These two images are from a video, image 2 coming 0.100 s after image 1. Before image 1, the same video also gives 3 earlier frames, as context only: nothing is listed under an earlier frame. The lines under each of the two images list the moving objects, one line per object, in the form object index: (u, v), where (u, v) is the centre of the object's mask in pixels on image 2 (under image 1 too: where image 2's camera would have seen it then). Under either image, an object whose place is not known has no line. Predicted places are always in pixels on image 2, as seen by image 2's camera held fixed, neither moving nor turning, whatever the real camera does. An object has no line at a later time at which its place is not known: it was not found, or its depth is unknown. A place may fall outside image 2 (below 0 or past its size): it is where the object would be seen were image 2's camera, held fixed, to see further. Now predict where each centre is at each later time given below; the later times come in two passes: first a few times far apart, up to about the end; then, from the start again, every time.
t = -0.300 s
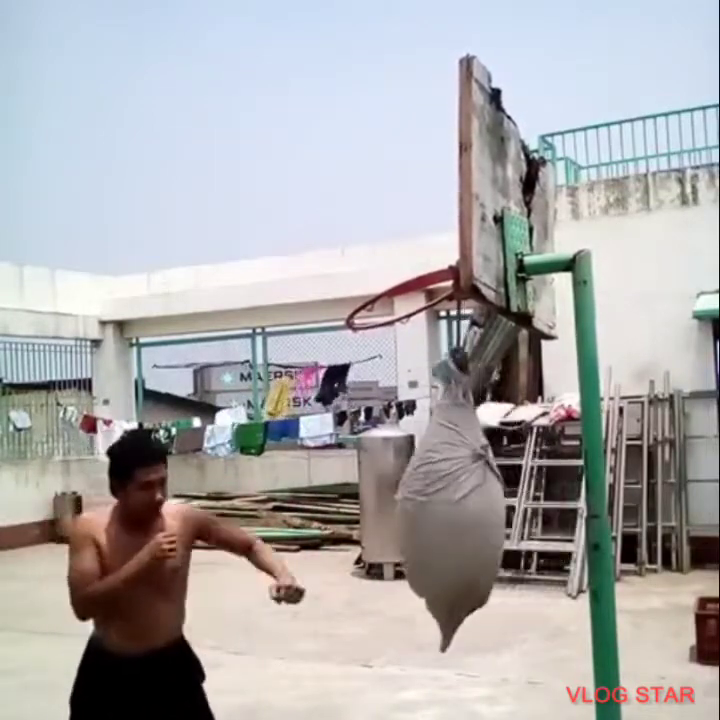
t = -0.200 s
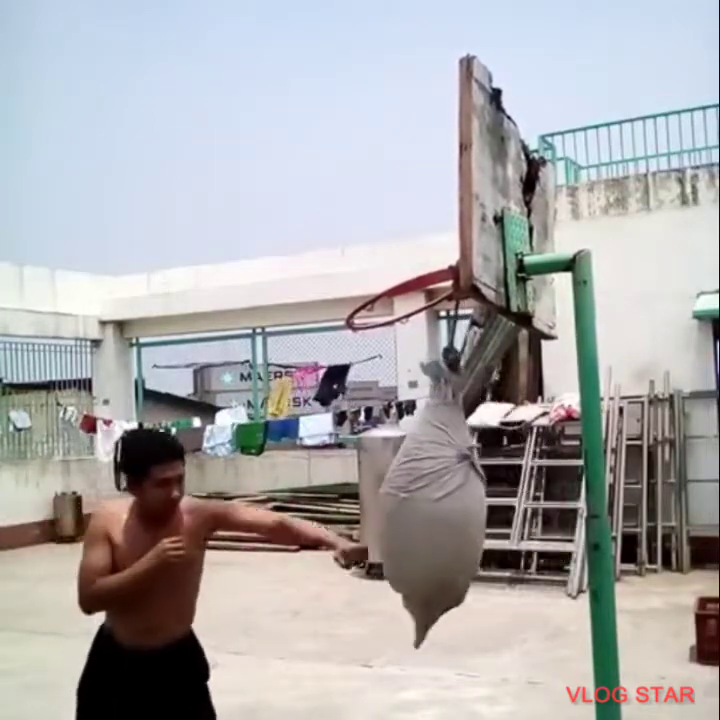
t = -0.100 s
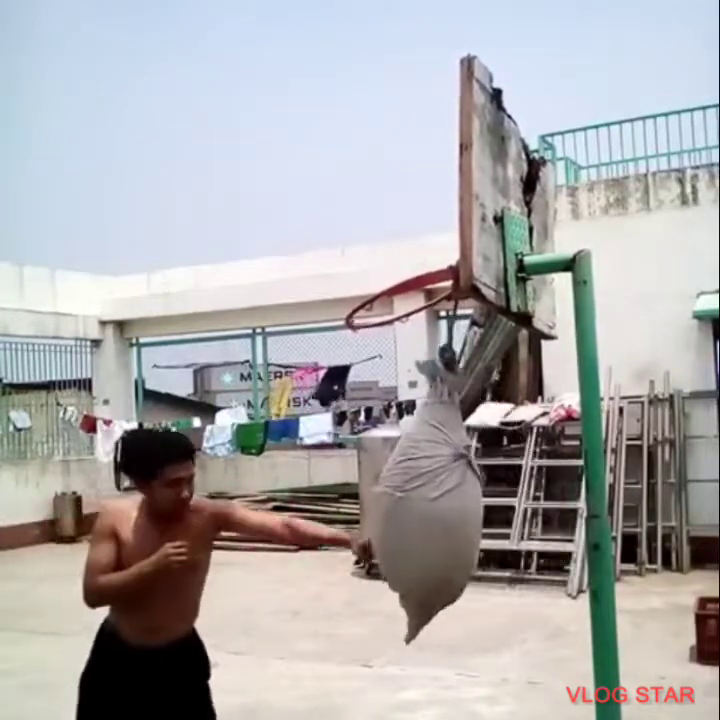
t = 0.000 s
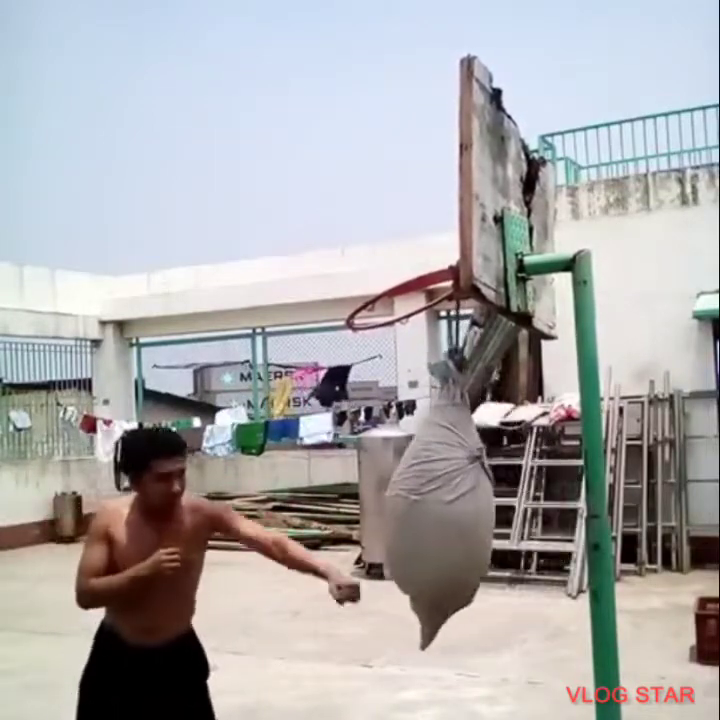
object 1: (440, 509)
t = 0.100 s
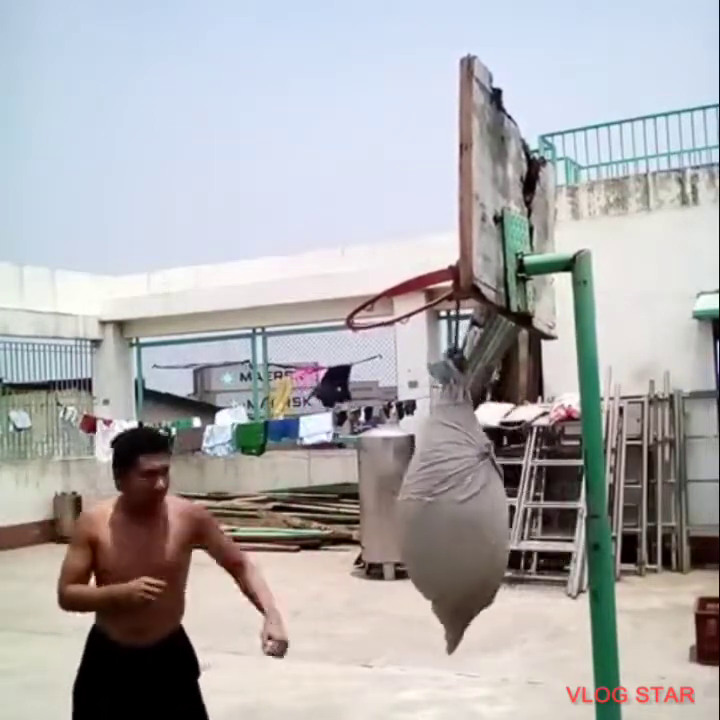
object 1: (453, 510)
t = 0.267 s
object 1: (480, 511)
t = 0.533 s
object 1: (509, 507)
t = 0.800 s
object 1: (503, 506)
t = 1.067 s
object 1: (468, 508)
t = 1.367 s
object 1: (432, 507)
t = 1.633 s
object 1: (431, 511)
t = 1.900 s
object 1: (465, 514)
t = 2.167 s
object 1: (504, 511)
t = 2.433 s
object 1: (514, 507)
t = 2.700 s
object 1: (487, 507)
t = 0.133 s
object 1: (458, 511)
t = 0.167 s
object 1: (464, 511)
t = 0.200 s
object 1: (470, 511)
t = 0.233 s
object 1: (475, 511)
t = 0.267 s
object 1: (480, 511)
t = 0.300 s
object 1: (485, 511)
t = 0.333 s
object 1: (490, 510)
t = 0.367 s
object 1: (494, 509)
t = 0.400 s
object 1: (499, 509)
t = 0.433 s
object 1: (502, 508)
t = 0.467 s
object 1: (505, 508)
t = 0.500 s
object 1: (507, 507)
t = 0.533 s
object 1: (509, 507)
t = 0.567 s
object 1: (511, 506)
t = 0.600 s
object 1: (511, 506)
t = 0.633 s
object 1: (511, 505)
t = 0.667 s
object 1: (511, 506)
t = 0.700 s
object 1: (510, 505)
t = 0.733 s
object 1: (508, 505)
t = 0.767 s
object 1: (506, 506)
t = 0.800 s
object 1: (503, 506)
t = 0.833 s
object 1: (500, 506)
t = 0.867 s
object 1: (497, 507)
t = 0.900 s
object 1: (492, 507)
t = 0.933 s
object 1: (488, 507)
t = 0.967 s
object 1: (483, 508)
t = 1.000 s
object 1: (478, 507)
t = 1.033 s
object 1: (473, 508)
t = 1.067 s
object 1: (468, 508)
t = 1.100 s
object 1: (462, 508)
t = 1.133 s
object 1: (457, 507)
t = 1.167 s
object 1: (453, 507)
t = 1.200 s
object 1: (448, 507)
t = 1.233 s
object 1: (444, 507)
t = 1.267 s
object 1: (440, 506)
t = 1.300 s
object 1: (436, 506)
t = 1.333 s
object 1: (434, 507)
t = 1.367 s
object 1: (432, 507)
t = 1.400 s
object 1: (429, 507)
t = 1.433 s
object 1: (428, 508)
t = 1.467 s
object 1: (427, 508)
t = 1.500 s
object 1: (427, 508)
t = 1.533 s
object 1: (425, 509)
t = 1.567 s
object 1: (426, 510)
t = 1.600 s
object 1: (428, 511)
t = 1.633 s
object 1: (431, 511)
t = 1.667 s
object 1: (433, 512)
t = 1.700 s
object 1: (437, 511)
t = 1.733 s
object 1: (441, 513)
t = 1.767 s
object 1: (445, 514)
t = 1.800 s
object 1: (450, 514)
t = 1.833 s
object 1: (454, 514)
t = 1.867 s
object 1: (460, 516)
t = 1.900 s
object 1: (465, 514)
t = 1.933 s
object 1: (471, 516)
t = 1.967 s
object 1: (477, 515)
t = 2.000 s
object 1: (482, 515)
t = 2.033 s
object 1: (487, 515)
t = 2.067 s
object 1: (492, 514)
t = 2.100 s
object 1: (497, 513)
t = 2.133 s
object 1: (501, 511)
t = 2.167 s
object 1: (504, 511)
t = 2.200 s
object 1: (508, 510)
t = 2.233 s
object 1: (510, 510)
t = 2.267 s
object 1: (513, 509)
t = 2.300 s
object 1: (514, 509)
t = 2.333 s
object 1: (515, 508)
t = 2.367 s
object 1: (515, 508)
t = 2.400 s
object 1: (515, 507)
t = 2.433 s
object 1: (514, 507)
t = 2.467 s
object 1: (512, 507)
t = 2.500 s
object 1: (510, 507)
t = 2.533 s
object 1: (508, 507)
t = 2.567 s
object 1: (504, 508)
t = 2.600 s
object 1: (500, 508)
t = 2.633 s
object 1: (497, 508)
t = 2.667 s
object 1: (492, 507)
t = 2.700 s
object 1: (487, 507)
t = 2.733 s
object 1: (482, 507)
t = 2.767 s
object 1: (477, 507)
